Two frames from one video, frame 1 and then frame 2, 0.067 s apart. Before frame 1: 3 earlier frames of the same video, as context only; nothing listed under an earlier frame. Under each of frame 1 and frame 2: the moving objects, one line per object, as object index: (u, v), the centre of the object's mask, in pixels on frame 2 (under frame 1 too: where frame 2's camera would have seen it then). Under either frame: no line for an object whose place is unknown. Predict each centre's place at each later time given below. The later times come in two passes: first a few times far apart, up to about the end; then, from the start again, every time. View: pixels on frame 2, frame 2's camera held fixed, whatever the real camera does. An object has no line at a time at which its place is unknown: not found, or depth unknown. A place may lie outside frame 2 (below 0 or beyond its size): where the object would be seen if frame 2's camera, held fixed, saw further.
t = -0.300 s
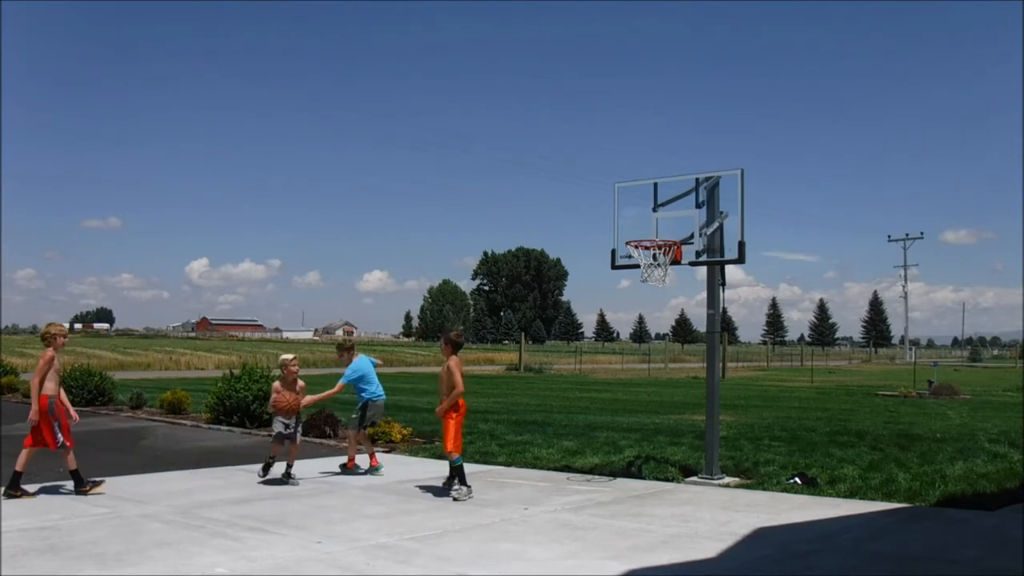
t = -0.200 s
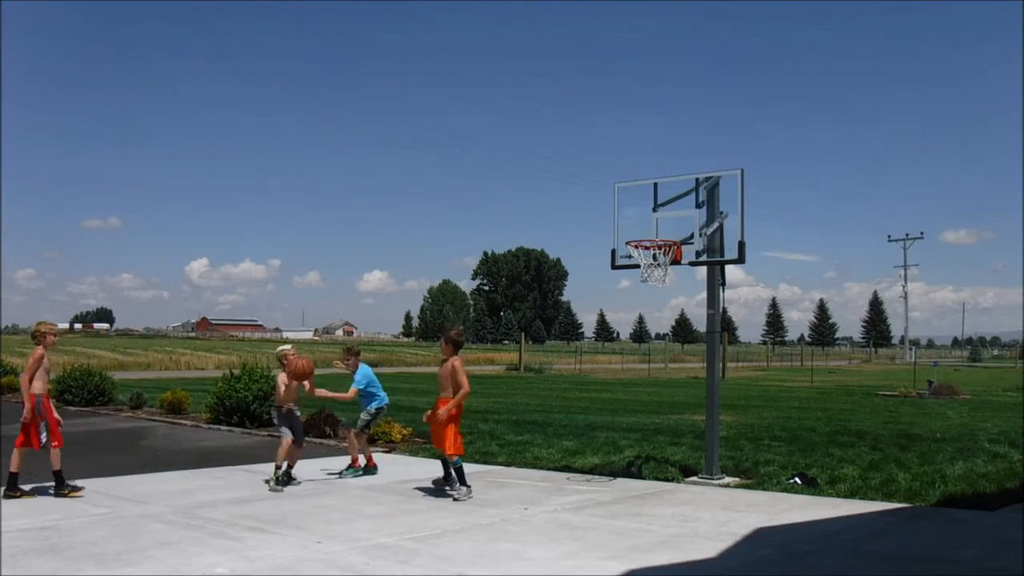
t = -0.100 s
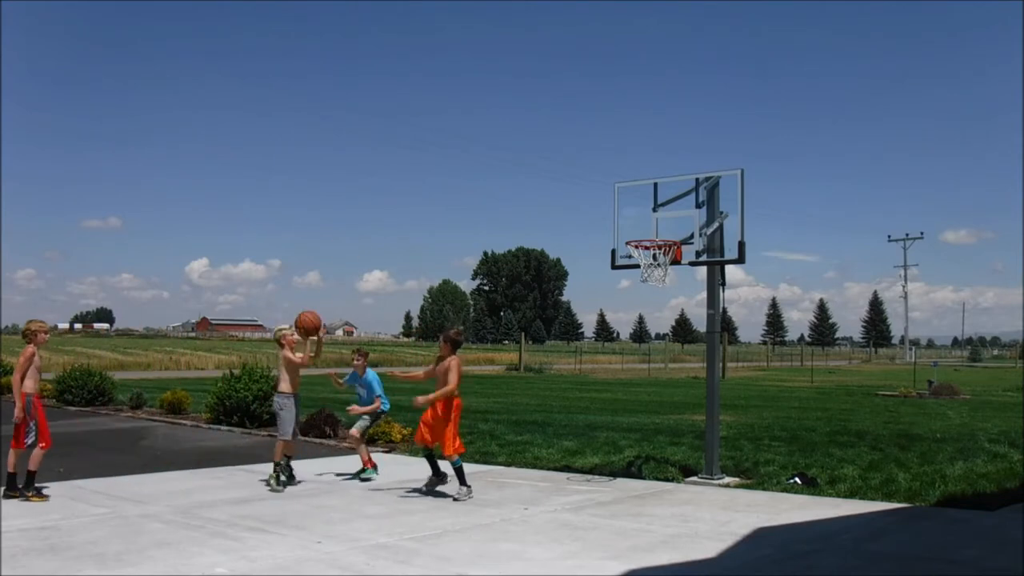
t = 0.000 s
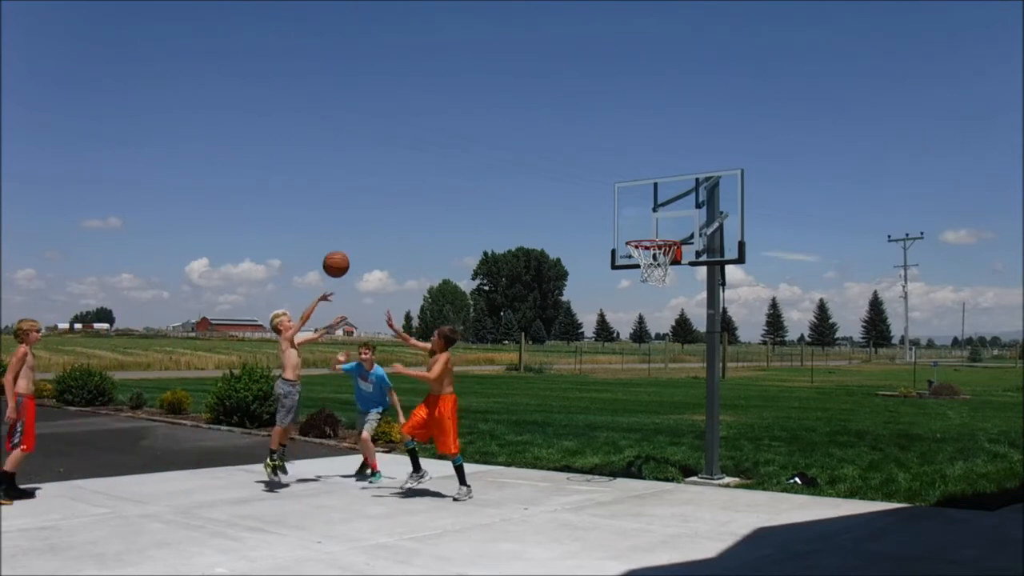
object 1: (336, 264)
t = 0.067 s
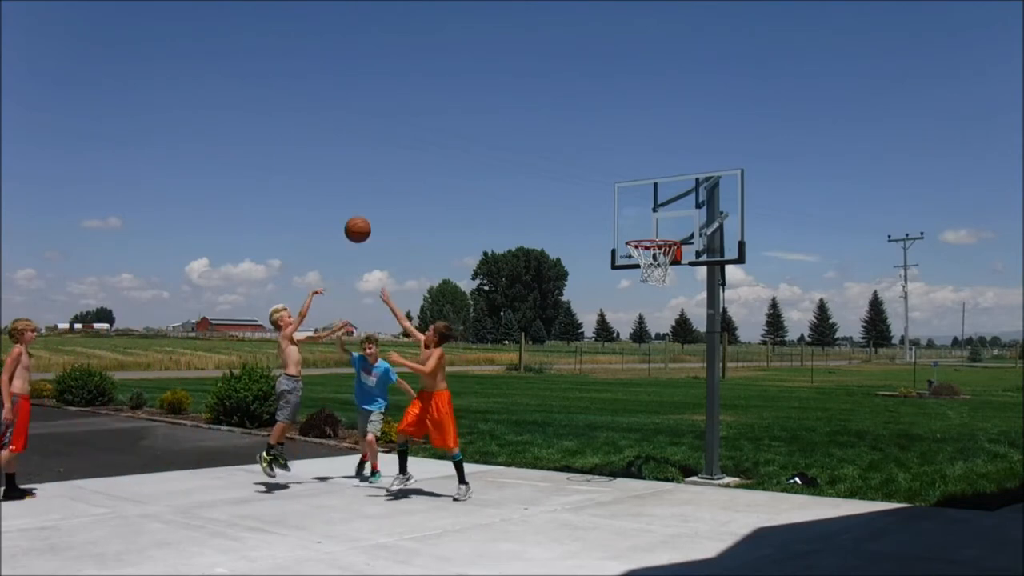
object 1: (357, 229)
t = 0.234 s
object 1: (410, 166)
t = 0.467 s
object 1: (481, 129)
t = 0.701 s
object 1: (549, 150)
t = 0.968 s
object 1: (617, 235)
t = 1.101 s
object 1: (579, 231)
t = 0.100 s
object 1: (368, 214)
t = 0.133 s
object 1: (379, 200)
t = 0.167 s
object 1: (389, 187)
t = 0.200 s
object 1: (400, 175)
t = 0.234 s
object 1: (410, 166)
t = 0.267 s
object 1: (420, 157)
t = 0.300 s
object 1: (430, 149)
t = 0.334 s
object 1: (441, 142)
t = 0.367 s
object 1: (451, 137)
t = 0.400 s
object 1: (461, 134)
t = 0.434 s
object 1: (471, 131)
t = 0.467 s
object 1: (481, 129)
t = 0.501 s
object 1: (491, 129)
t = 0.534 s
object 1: (501, 129)
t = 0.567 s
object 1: (510, 131)
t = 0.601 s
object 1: (520, 134)
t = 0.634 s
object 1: (530, 138)
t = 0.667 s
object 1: (539, 144)
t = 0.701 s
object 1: (549, 150)
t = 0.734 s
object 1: (559, 158)
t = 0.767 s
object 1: (568, 166)
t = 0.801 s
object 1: (577, 176)
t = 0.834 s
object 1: (587, 188)
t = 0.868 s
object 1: (596, 200)
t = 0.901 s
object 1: (605, 213)
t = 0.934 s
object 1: (614, 227)
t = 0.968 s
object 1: (617, 235)
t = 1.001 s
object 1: (607, 232)
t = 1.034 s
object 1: (598, 231)
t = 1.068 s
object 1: (589, 230)
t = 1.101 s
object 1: (579, 231)
